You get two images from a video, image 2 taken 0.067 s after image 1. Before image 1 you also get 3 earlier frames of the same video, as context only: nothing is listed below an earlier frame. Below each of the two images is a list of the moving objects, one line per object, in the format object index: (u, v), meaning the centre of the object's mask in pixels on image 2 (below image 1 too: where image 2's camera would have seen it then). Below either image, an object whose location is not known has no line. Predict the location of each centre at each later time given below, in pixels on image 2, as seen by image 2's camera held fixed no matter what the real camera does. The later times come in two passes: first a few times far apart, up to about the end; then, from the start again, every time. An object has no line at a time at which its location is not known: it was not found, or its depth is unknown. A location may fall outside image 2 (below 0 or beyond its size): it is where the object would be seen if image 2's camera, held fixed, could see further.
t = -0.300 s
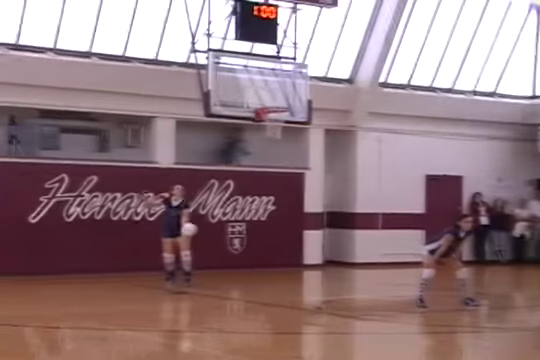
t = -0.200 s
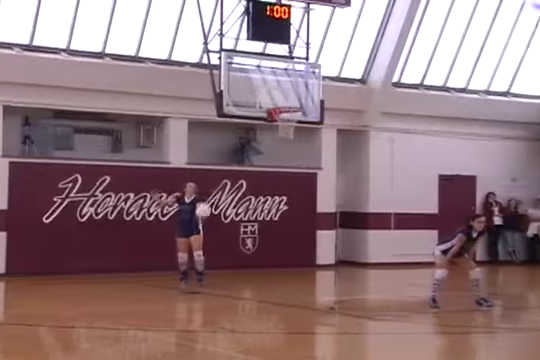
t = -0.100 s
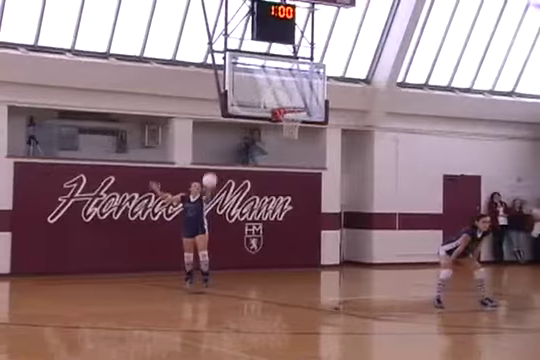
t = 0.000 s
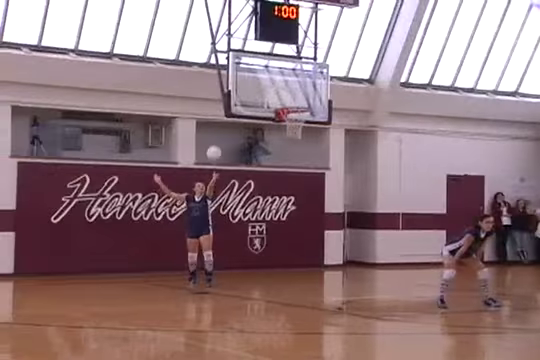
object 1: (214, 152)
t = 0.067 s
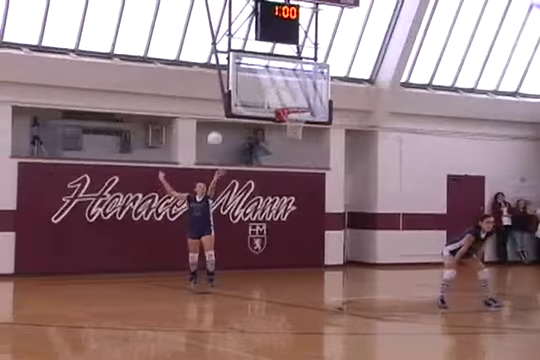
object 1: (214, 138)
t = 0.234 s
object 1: (214, 113)
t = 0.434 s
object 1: (214, 104)
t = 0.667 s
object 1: (215, 126)
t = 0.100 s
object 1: (215, 132)
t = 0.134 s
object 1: (214, 126)
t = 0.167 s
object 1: (214, 122)
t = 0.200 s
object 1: (213, 117)
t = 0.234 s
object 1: (214, 113)
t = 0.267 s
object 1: (215, 109)
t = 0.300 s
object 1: (214, 106)
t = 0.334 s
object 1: (214, 105)
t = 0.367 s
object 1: (215, 104)
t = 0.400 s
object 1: (214, 104)
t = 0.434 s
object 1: (214, 104)
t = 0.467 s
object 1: (214, 105)
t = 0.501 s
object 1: (214, 106)
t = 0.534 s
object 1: (215, 108)
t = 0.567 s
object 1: (214, 111)
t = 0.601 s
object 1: (215, 116)
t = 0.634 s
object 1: (215, 120)
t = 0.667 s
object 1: (215, 126)
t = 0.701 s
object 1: (214, 131)
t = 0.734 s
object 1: (214, 136)
